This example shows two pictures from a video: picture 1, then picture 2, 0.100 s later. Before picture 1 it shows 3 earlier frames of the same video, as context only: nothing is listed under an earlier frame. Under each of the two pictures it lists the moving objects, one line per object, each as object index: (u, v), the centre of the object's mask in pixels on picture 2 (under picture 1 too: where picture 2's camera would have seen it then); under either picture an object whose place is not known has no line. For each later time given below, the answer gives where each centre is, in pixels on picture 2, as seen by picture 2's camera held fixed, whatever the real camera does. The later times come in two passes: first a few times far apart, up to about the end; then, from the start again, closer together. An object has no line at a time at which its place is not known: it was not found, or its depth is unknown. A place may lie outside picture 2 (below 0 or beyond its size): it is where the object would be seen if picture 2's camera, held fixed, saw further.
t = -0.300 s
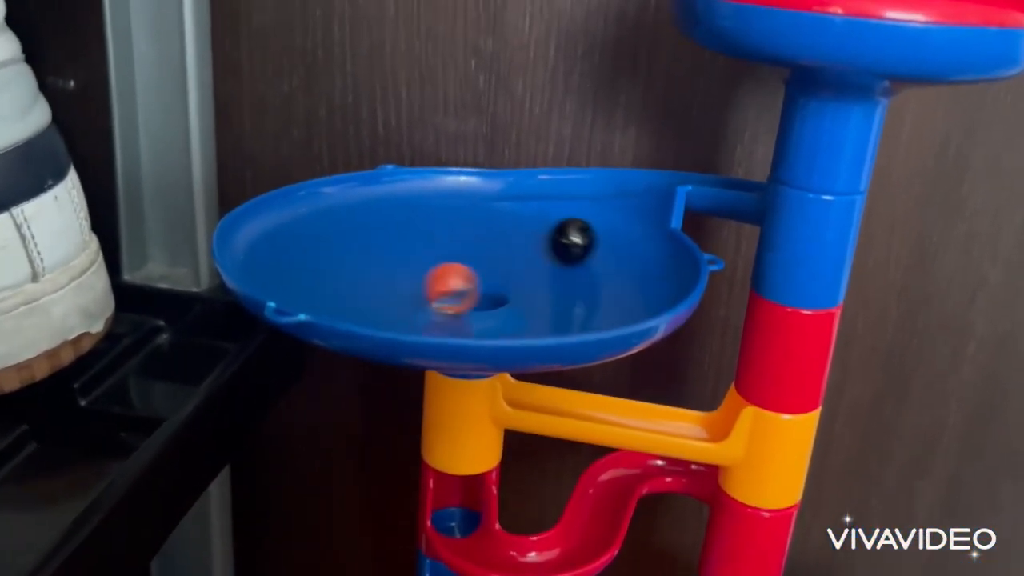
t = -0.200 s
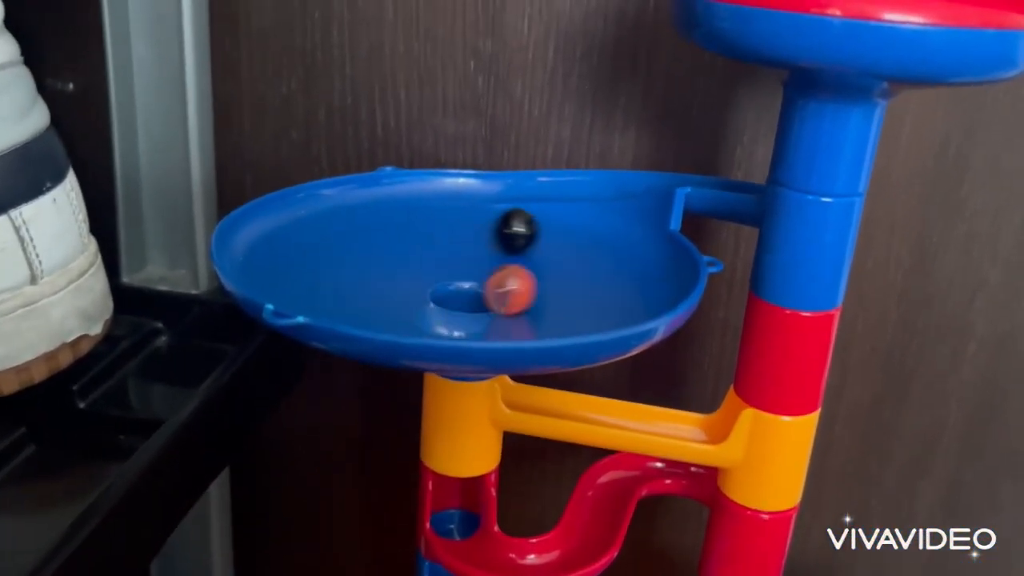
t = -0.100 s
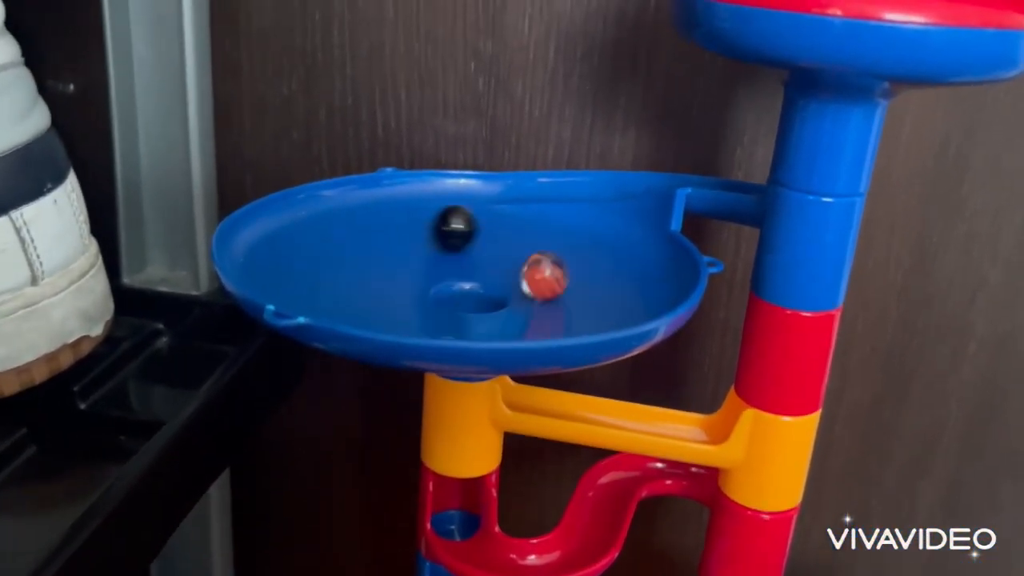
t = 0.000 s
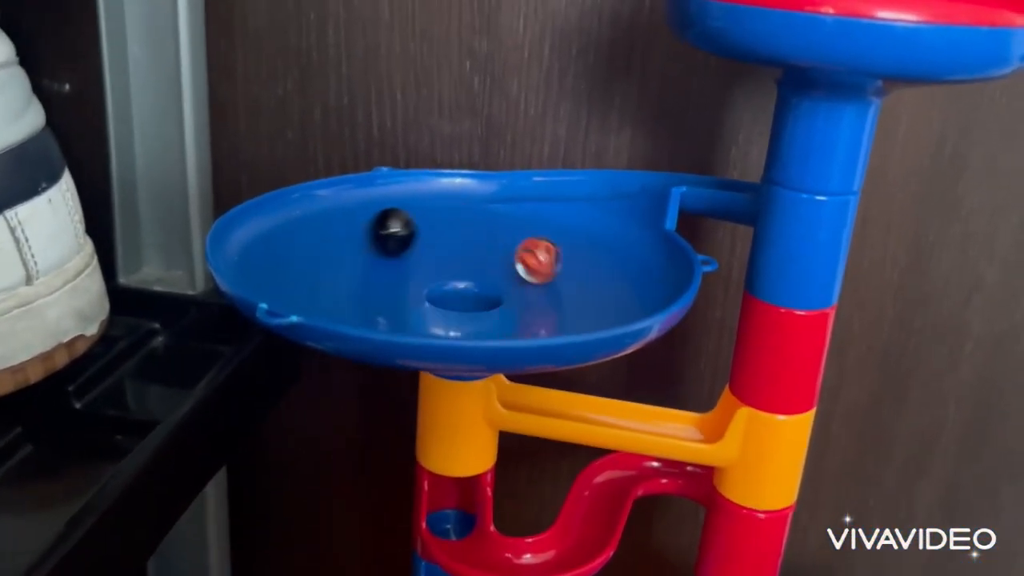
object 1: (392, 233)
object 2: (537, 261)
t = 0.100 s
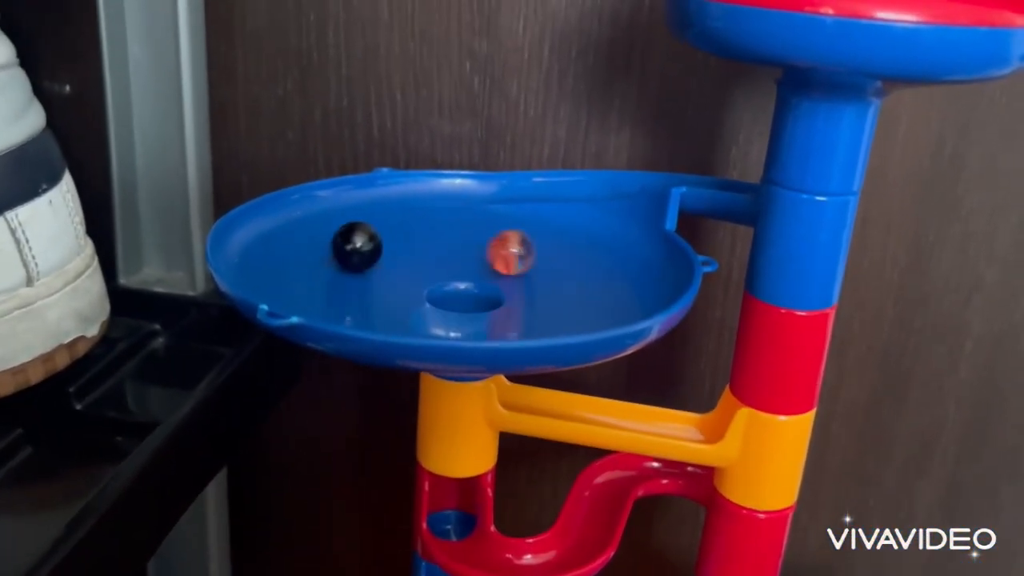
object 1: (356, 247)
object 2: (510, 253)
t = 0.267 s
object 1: (376, 285)
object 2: (438, 261)
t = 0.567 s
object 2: (455, 296)
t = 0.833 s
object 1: (577, 250)
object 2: (517, 266)
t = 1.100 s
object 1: (447, 229)
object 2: (419, 256)
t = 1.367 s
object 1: (382, 276)
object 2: (457, 294)
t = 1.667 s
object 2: (528, 263)
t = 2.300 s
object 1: (380, 246)
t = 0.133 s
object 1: (352, 254)
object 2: (497, 252)
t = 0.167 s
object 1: (351, 261)
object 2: (482, 253)
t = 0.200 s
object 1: (355, 269)
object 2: (467, 255)
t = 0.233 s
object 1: (363, 278)
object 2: (453, 257)
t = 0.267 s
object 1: (376, 285)
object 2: (438, 261)
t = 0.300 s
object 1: (394, 293)
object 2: (428, 262)
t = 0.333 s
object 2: (415, 262)
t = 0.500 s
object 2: (427, 292)
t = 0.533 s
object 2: (440, 294)
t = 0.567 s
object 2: (455, 296)
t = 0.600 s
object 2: (469, 297)
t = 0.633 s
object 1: (597, 284)
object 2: (484, 295)
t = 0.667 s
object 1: (603, 278)
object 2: (498, 293)
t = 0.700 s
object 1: (604, 272)
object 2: (509, 289)
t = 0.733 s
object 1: (602, 266)
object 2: (515, 285)
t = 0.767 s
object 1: (597, 260)
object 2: (520, 279)
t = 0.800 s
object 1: (588, 255)
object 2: (520, 273)
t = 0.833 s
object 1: (577, 250)
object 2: (517, 266)
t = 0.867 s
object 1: (562, 246)
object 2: (509, 260)
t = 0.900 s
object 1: (545, 242)
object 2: (502, 255)
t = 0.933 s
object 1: (530, 238)
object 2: (488, 252)
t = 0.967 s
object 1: (514, 235)
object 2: (473, 251)
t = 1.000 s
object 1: (498, 232)
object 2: (458, 250)
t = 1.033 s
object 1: (481, 231)
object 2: (443, 251)
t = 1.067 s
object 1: (464, 230)
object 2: (430, 253)
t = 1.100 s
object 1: (447, 229)
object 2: (419, 256)
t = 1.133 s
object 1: (430, 229)
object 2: (411, 260)
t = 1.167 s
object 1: (414, 230)
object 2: (405, 265)
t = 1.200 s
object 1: (397, 235)
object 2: (403, 269)
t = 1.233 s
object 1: (385, 243)
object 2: (407, 276)
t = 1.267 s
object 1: (379, 252)
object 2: (415, 282)
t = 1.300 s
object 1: (376, 260)
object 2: (425, 288)
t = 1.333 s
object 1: (377, 268)
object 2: (440, 292)
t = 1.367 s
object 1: (382, 276)
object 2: (457, 294)
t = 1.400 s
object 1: (392, 283)
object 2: (474, 295)
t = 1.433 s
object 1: (406, 290)
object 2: (490, 295)
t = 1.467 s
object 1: (423, 297)
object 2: (506, 293)
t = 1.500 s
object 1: (444, 301)
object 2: (520, 289)
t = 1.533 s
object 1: (465, 304)
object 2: (530, 286)
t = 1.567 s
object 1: (487, 305)
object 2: (536, 282)
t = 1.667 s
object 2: (528, 263)
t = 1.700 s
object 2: (522, 263)
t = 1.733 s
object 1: (570, 292)
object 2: (511, 260)
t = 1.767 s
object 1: (578, 286)
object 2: (498, 256)
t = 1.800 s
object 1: (581, 281)
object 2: (483, 254)
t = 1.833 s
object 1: (581, 276)
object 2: (468, 253)
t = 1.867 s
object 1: (577, 270)
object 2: (454, 253)
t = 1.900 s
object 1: (569, 264)
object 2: (440, 254)
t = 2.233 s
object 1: (404, 240)
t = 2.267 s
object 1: (391, 242)
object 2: (482, 294)
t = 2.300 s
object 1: (380, 246)
